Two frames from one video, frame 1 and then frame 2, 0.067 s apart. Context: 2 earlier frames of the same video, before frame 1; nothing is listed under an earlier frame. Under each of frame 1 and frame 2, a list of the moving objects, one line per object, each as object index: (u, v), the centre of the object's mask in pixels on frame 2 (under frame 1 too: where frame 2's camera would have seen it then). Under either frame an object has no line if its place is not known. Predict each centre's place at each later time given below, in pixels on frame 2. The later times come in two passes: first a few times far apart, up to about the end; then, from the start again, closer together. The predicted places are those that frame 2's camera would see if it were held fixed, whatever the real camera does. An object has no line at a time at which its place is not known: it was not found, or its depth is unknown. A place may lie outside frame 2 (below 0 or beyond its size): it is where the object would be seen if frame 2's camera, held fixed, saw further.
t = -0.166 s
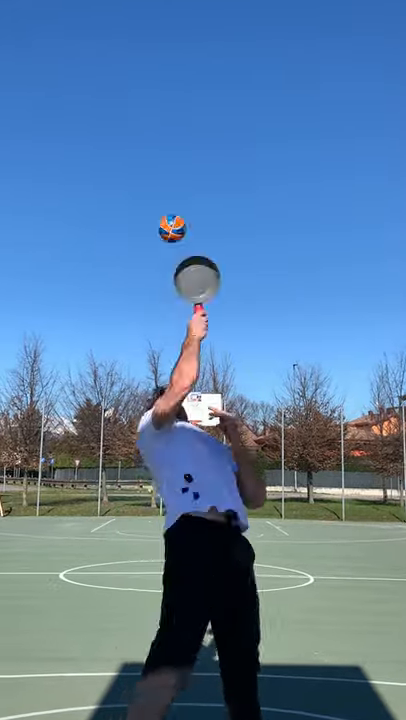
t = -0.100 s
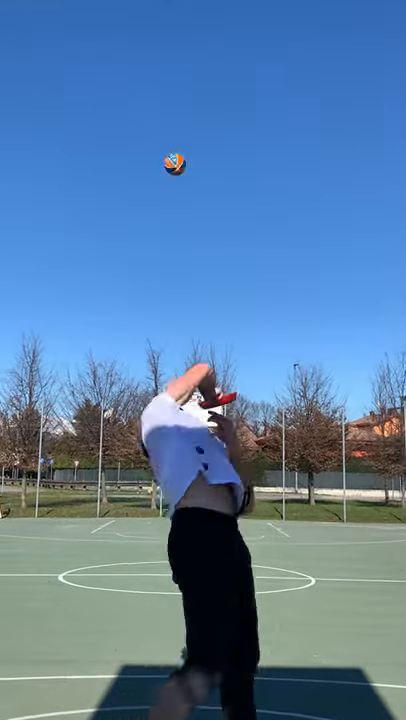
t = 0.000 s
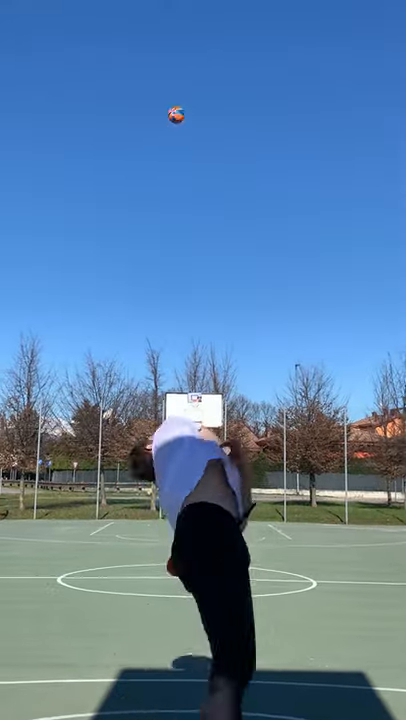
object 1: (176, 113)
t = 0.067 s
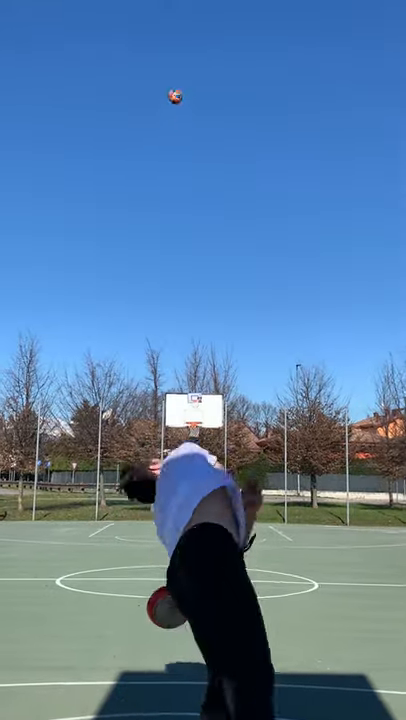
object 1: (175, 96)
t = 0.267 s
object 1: (173, 78)
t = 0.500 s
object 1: (172, 87)
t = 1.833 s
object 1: (194, 354)
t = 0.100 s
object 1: (175, 90)
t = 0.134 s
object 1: (174, 86)
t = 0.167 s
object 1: (174, 82)
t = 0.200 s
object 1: (174, 80)
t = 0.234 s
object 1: (174, 79)
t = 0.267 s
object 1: (173, 78)
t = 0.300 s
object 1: (173, 78)
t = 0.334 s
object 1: (173, 78)
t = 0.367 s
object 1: (173, 79)
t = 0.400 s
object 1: (172, 81)
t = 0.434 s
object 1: (172, 83)
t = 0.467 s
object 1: (172, 85)
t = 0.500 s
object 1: (172, 87)
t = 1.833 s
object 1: (194, 354)
